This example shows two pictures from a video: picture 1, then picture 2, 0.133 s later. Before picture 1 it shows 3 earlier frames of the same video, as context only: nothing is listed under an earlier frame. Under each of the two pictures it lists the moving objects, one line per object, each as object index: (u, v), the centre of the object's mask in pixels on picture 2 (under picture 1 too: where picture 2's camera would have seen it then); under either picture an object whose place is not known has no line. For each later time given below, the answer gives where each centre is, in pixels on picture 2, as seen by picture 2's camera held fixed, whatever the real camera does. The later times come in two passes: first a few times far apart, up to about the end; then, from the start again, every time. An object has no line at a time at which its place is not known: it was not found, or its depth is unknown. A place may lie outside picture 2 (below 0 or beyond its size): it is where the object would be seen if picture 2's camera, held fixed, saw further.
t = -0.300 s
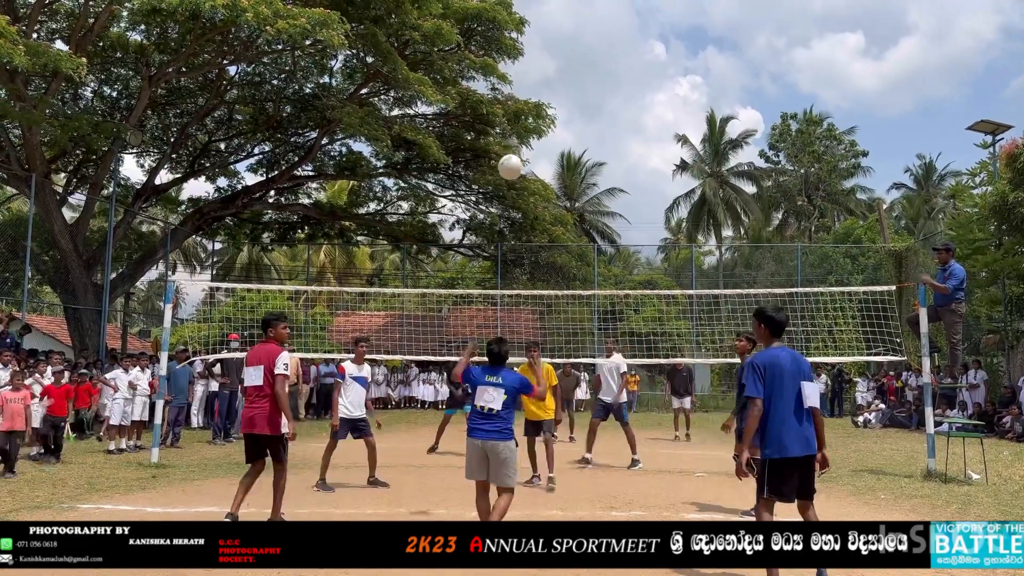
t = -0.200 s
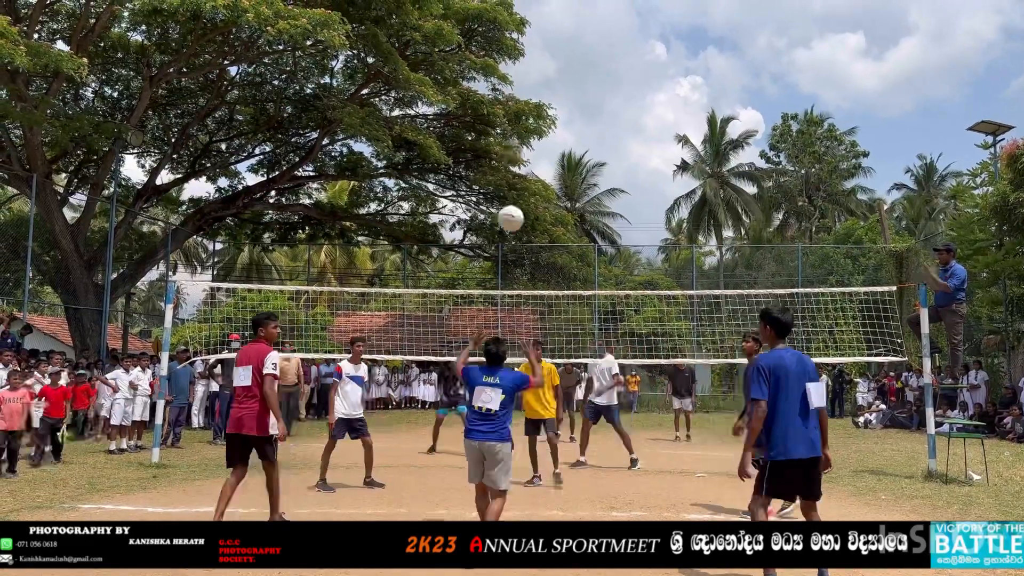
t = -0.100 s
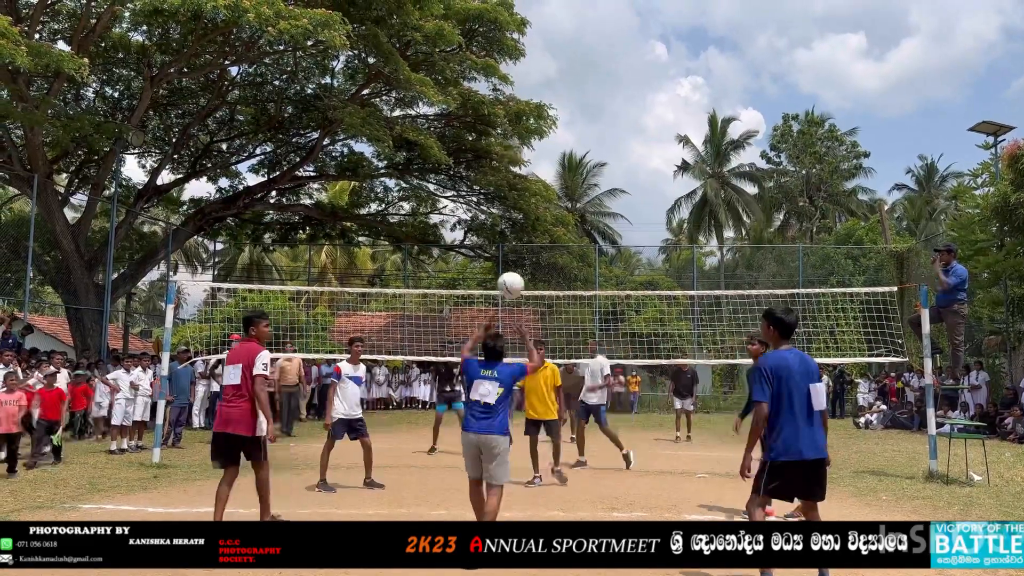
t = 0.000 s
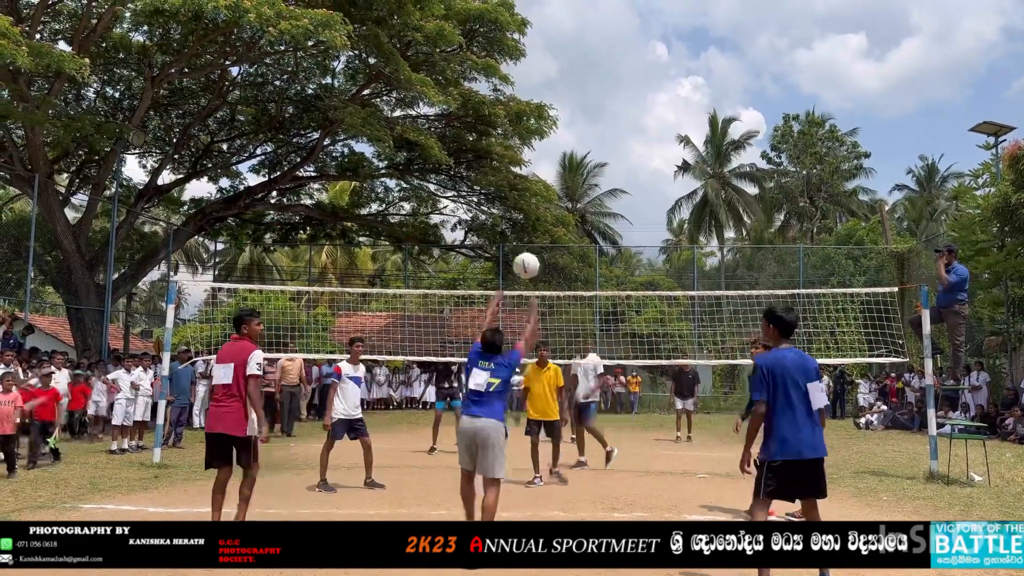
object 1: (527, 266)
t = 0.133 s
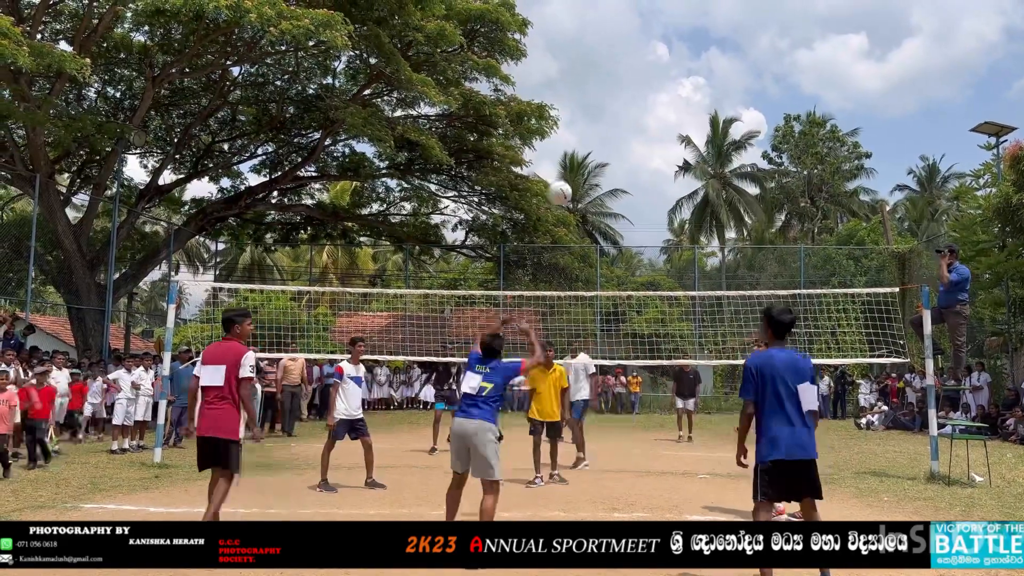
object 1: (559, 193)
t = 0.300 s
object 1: (595, 140)
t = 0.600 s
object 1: (648, 129)
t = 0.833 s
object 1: (682, 177)
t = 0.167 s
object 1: (567, 179)
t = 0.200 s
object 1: (574, 168)
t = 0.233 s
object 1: (580, 157)
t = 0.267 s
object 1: (589, 147)
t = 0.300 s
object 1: (595, 140)
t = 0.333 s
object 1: (601, 134)
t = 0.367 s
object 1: (608, 129)
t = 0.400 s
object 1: (614, 126)
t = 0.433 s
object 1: (620, 123)
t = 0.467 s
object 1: (626, 122)
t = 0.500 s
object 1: (632, 122)
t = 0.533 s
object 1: (637, 123)
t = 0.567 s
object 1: (643, 125)
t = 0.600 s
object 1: (648, 129)
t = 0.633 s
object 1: (653, 133)
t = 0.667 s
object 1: (658, 138)
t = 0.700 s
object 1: (664, 144)
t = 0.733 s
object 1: (668, 151)
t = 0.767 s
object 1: (673, 160)
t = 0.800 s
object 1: (679, 167)
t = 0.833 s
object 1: (682, 177)
